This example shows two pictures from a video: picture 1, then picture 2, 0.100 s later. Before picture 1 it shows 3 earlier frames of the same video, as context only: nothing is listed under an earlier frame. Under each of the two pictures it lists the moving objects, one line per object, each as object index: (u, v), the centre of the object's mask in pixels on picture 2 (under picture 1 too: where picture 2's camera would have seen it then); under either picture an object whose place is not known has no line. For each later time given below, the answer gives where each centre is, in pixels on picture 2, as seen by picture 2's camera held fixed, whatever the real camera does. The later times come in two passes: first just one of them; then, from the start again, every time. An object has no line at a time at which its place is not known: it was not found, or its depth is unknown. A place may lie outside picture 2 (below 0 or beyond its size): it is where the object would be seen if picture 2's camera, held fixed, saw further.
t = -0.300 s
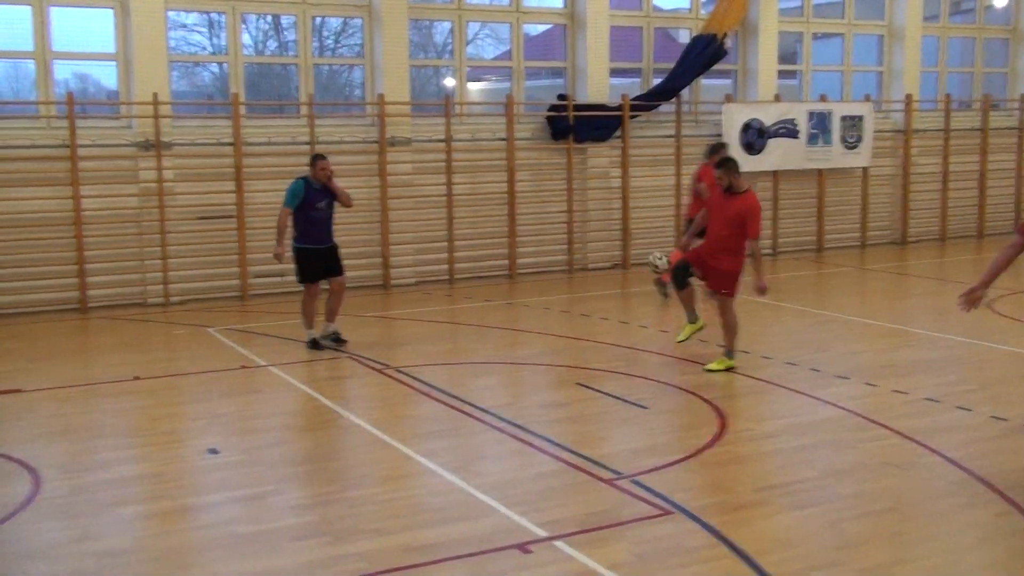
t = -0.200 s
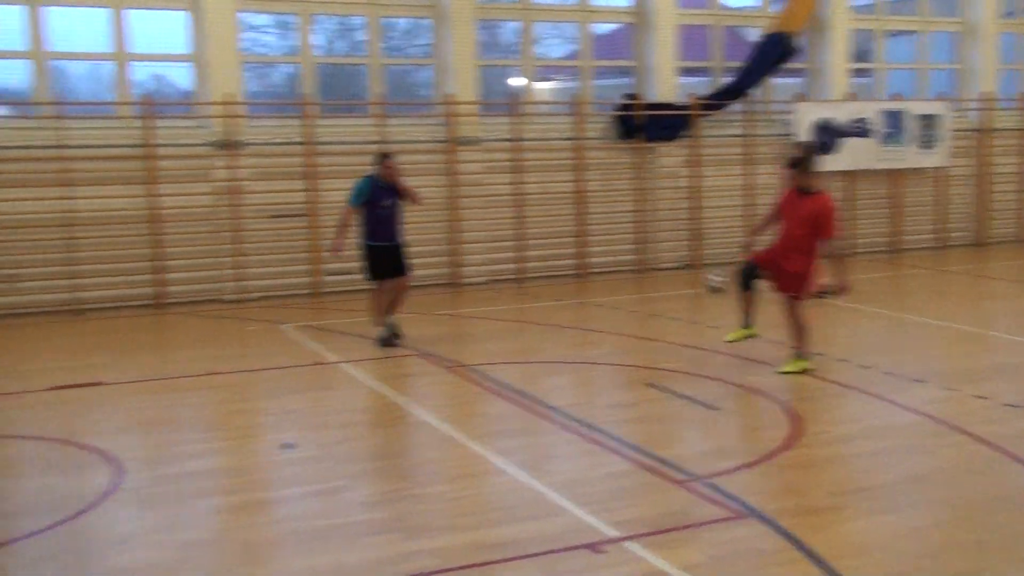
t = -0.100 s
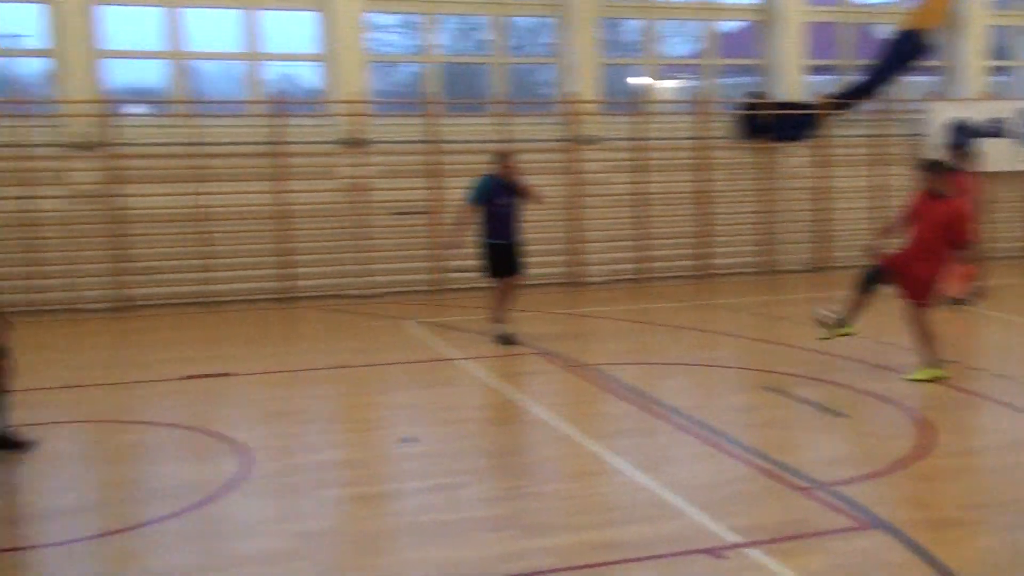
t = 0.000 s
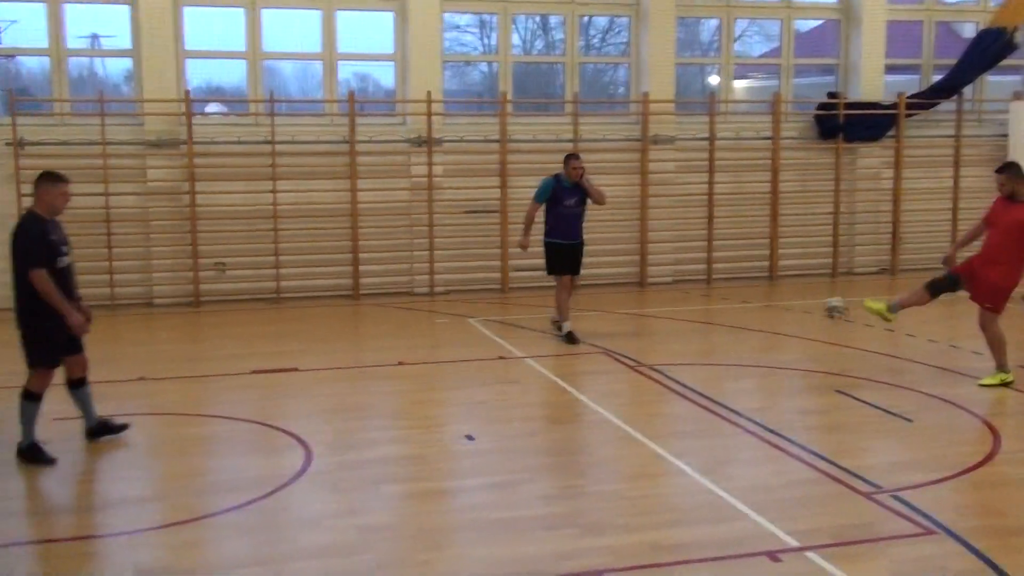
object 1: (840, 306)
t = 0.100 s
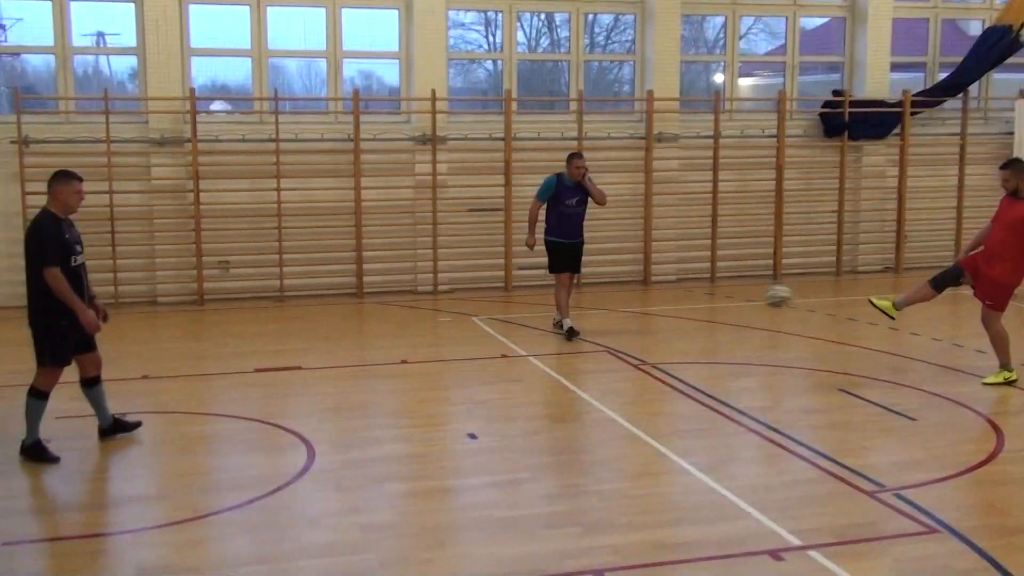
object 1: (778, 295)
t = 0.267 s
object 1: (671, 307)
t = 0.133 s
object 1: (756, 295)
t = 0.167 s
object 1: (735, 296)
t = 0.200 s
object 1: (714, 298)
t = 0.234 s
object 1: (693, 302)
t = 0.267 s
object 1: (671, 307)
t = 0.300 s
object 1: (650, 313)
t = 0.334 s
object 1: (631, 320)
